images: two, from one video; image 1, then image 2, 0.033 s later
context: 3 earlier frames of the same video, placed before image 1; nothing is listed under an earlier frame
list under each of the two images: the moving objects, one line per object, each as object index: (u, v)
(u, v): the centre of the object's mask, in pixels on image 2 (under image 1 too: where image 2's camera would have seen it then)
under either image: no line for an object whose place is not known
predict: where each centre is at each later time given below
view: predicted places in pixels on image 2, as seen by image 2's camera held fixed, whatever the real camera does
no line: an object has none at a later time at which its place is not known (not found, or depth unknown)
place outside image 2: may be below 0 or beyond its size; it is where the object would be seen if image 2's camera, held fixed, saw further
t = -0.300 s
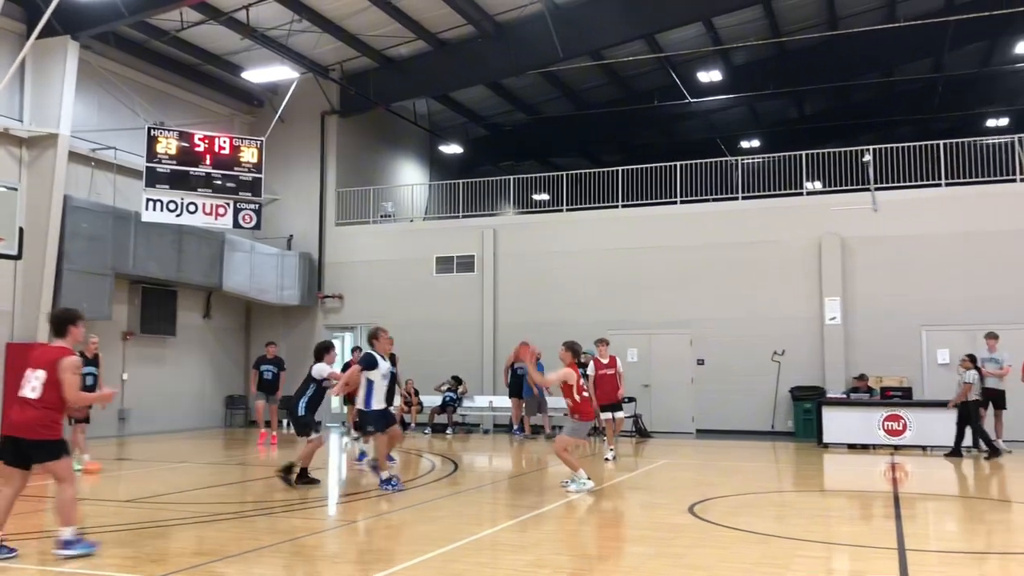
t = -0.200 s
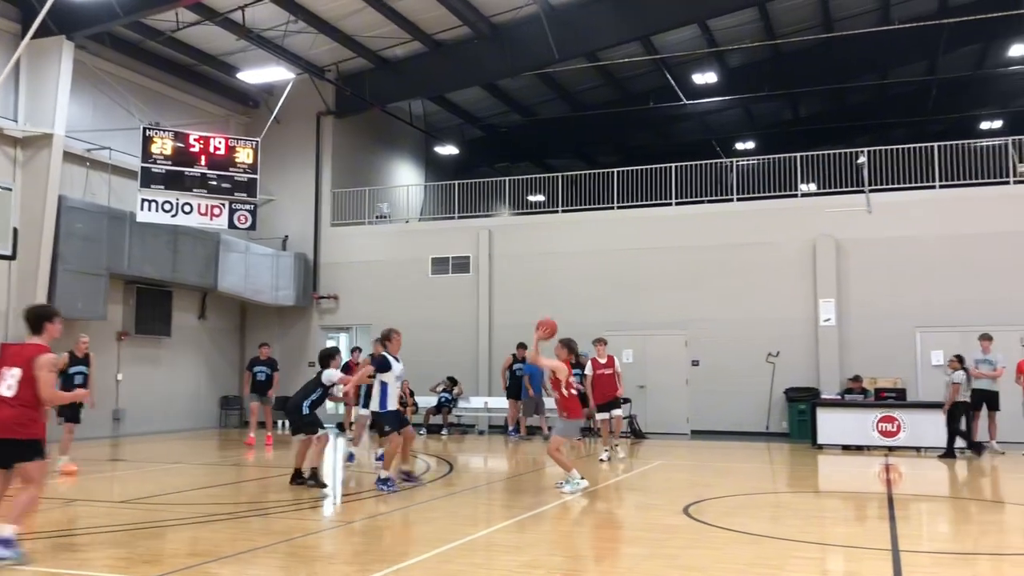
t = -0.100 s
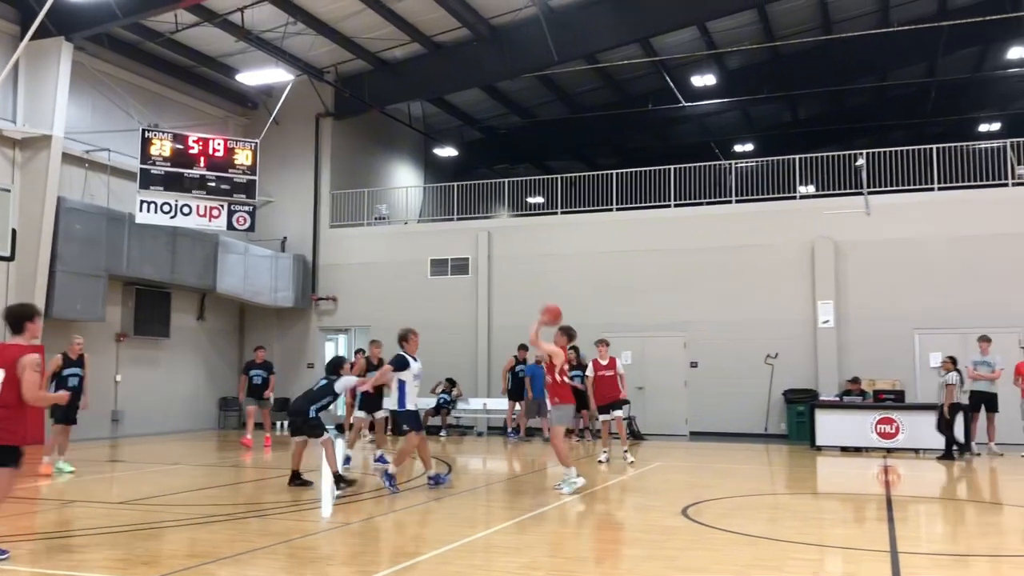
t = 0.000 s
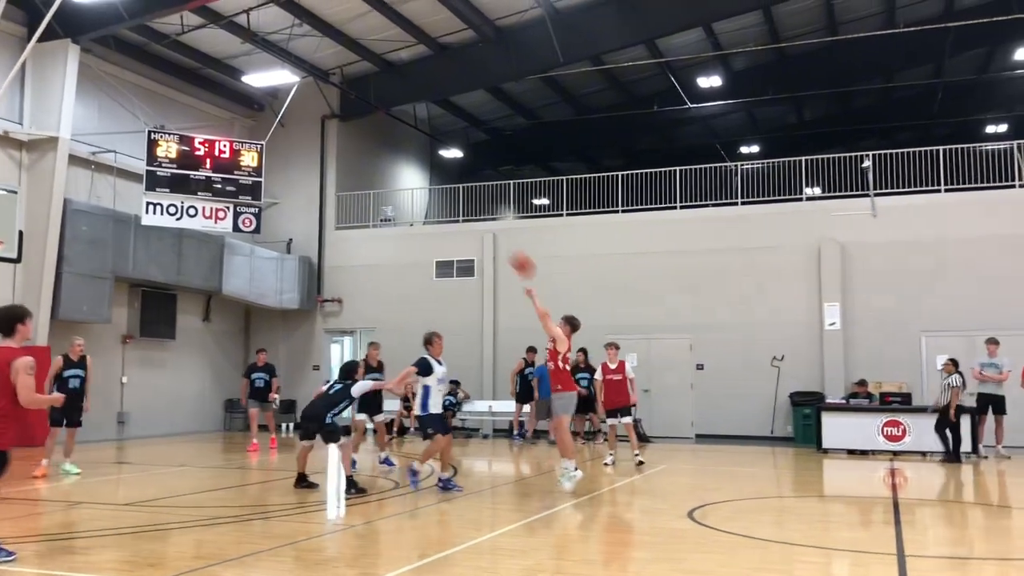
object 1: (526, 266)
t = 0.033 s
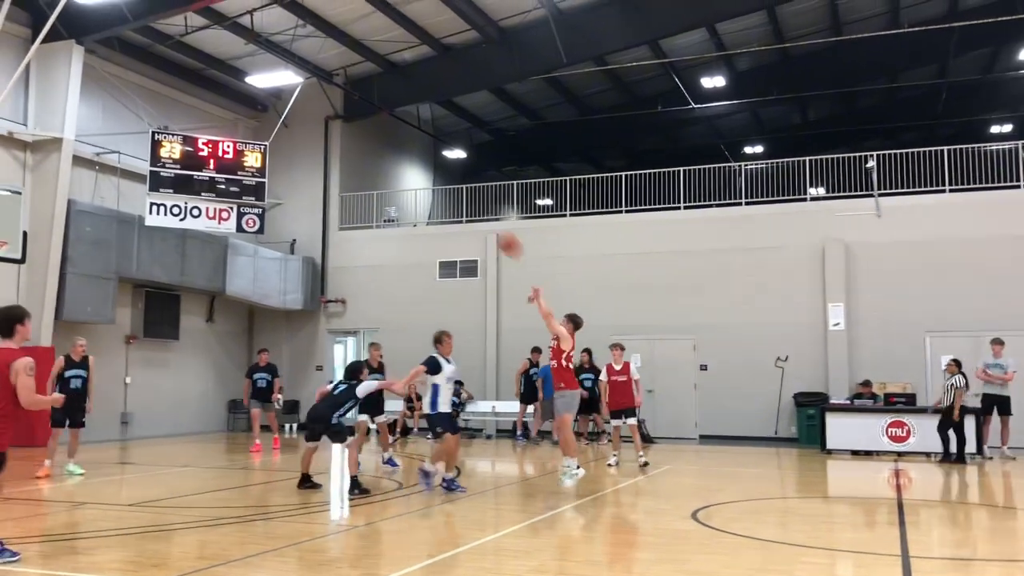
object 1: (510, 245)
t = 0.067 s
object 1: (494, 227)
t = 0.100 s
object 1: (477, 207)
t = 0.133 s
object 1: (460, 191)
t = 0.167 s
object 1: (446, 176)
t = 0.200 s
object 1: (429, 162)
